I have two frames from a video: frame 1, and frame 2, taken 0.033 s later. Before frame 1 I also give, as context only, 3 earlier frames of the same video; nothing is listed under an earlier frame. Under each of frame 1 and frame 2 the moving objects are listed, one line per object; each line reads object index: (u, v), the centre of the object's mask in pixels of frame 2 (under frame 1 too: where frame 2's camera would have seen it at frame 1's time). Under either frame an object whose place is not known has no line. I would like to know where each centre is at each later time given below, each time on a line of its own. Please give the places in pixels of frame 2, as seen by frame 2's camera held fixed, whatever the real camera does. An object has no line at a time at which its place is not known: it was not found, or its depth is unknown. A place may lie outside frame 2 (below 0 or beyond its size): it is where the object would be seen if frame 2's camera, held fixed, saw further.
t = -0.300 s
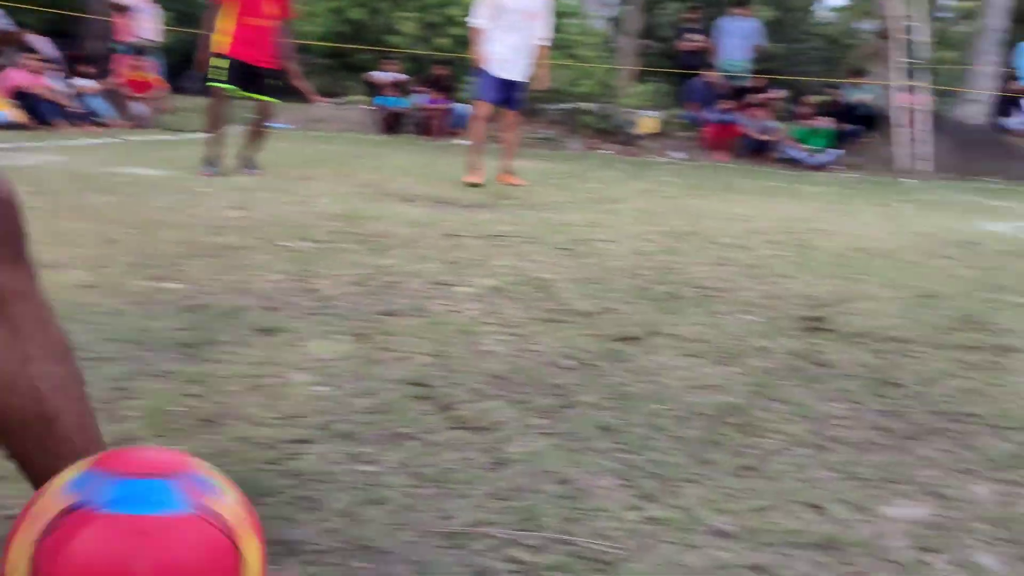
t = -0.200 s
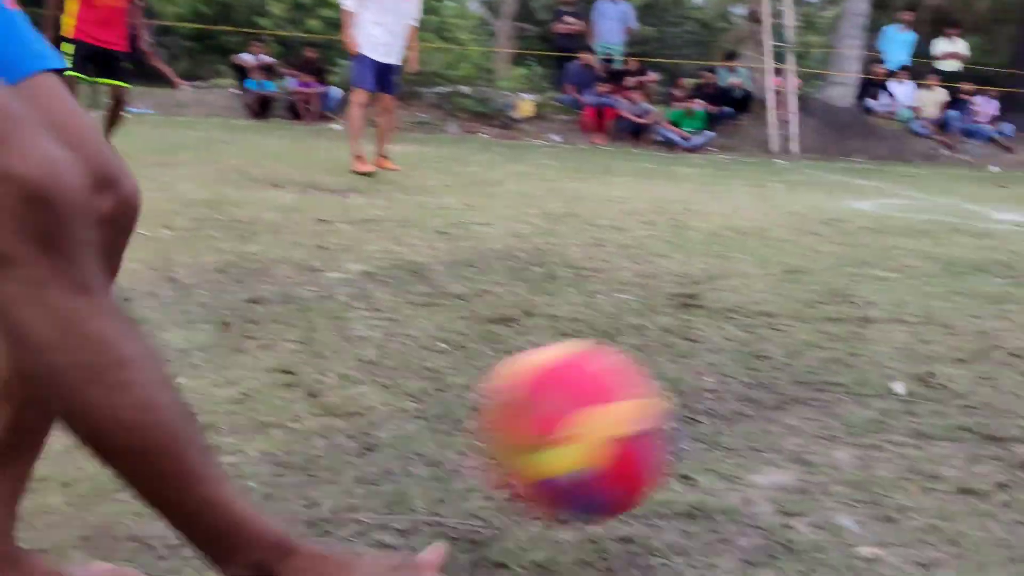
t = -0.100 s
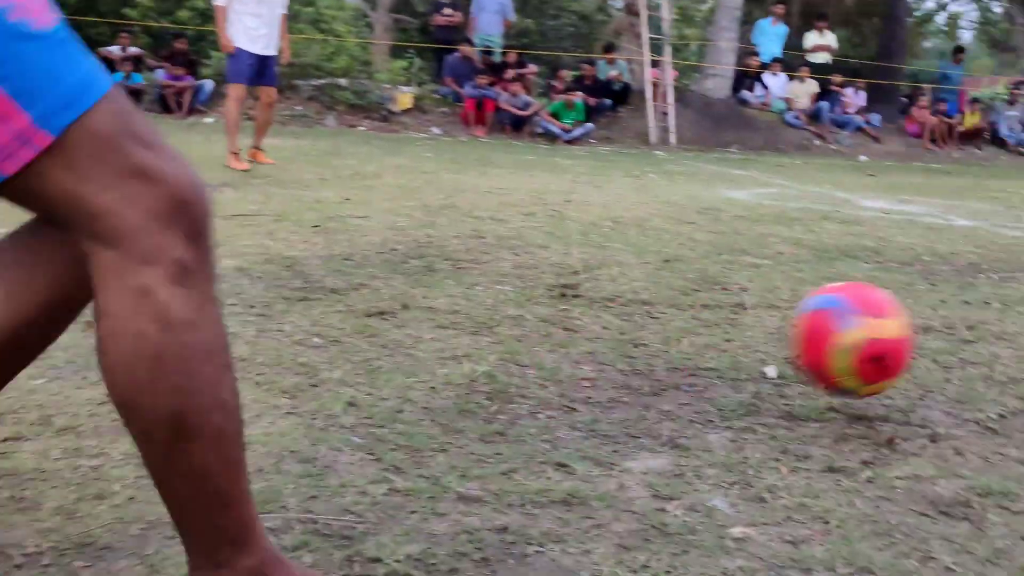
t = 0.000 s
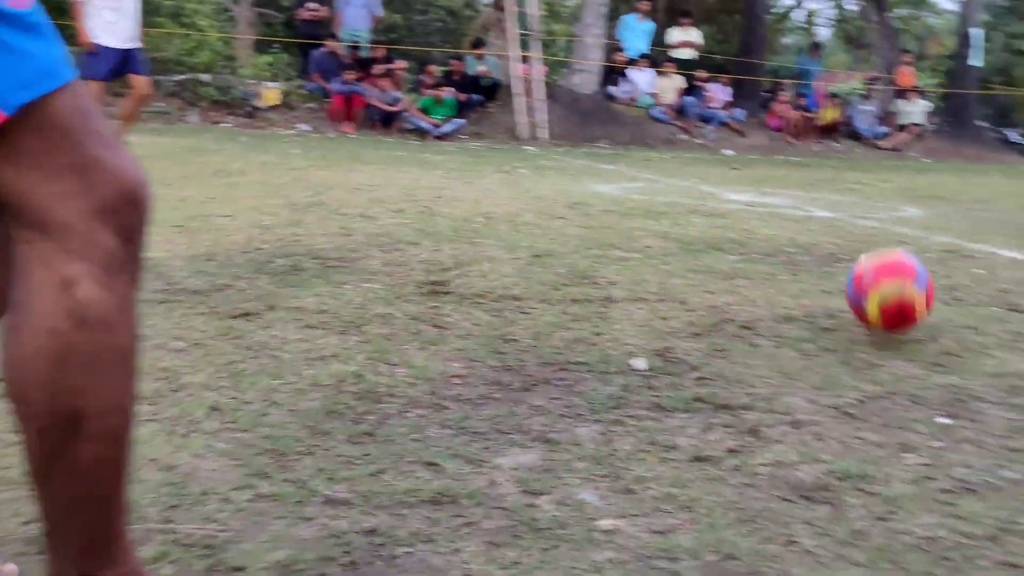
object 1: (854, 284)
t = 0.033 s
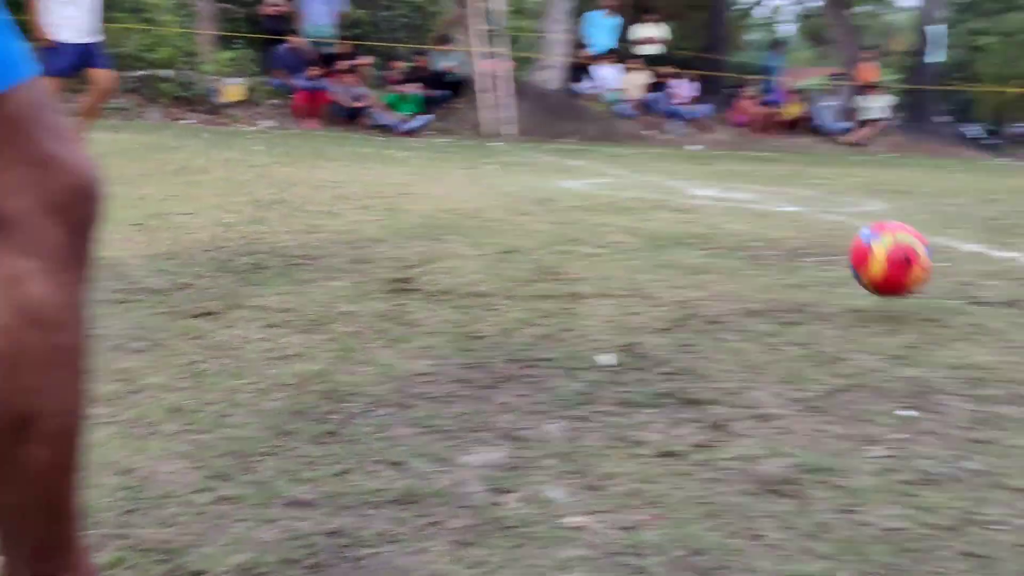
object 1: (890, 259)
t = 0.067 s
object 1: (922, 239)
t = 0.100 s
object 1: (951, 226)
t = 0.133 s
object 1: (975, 218)
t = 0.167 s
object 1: (996, 213)
